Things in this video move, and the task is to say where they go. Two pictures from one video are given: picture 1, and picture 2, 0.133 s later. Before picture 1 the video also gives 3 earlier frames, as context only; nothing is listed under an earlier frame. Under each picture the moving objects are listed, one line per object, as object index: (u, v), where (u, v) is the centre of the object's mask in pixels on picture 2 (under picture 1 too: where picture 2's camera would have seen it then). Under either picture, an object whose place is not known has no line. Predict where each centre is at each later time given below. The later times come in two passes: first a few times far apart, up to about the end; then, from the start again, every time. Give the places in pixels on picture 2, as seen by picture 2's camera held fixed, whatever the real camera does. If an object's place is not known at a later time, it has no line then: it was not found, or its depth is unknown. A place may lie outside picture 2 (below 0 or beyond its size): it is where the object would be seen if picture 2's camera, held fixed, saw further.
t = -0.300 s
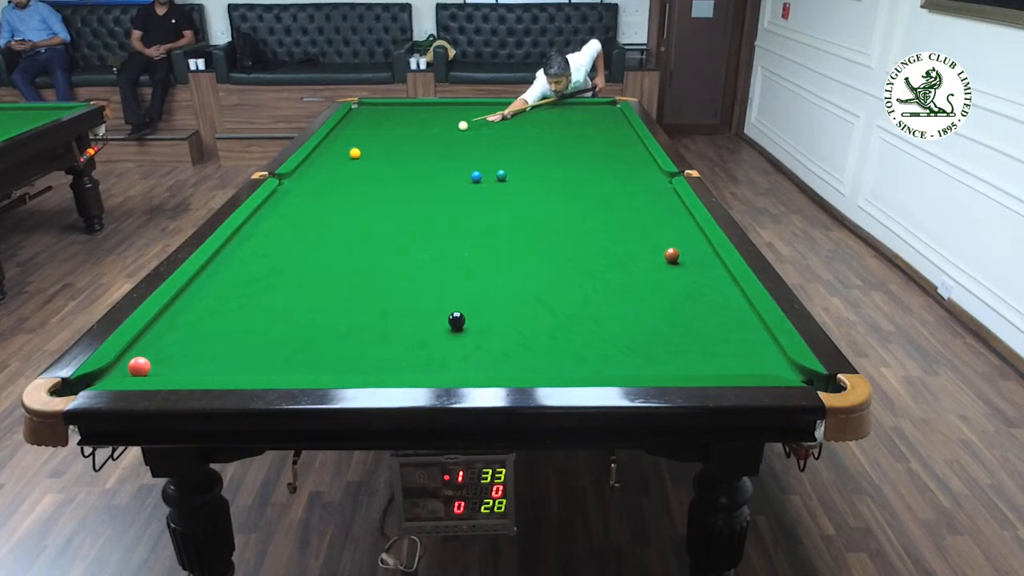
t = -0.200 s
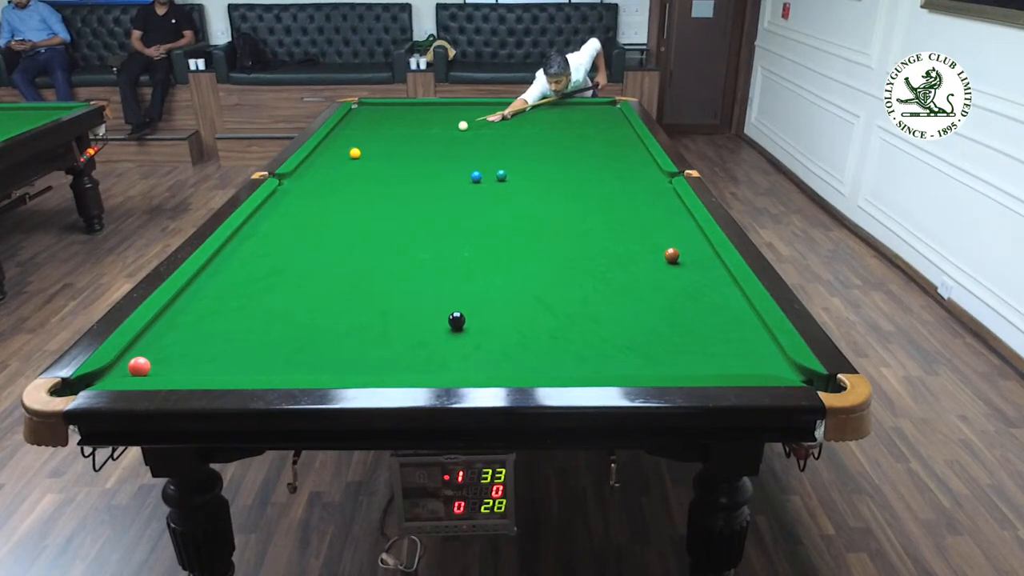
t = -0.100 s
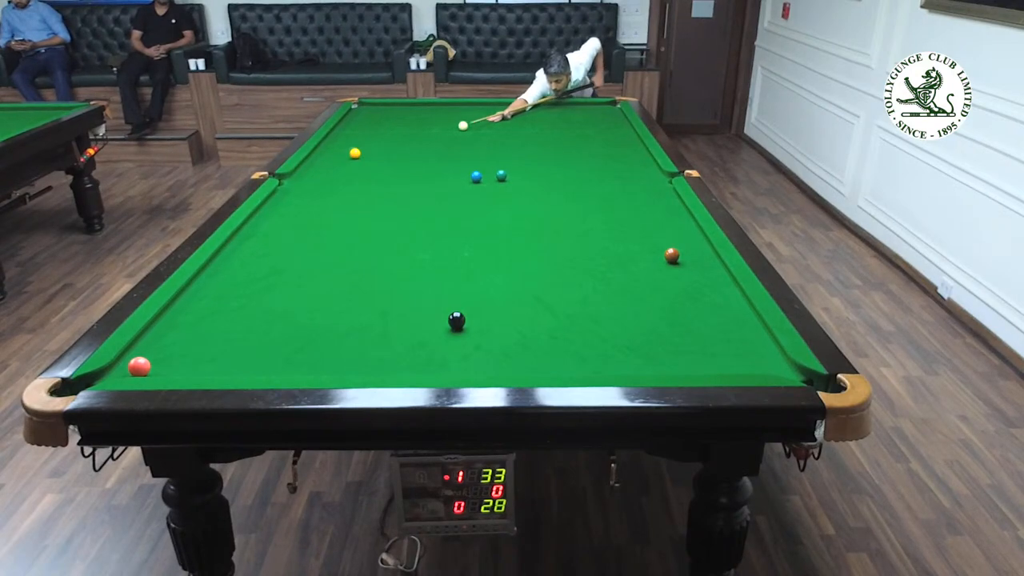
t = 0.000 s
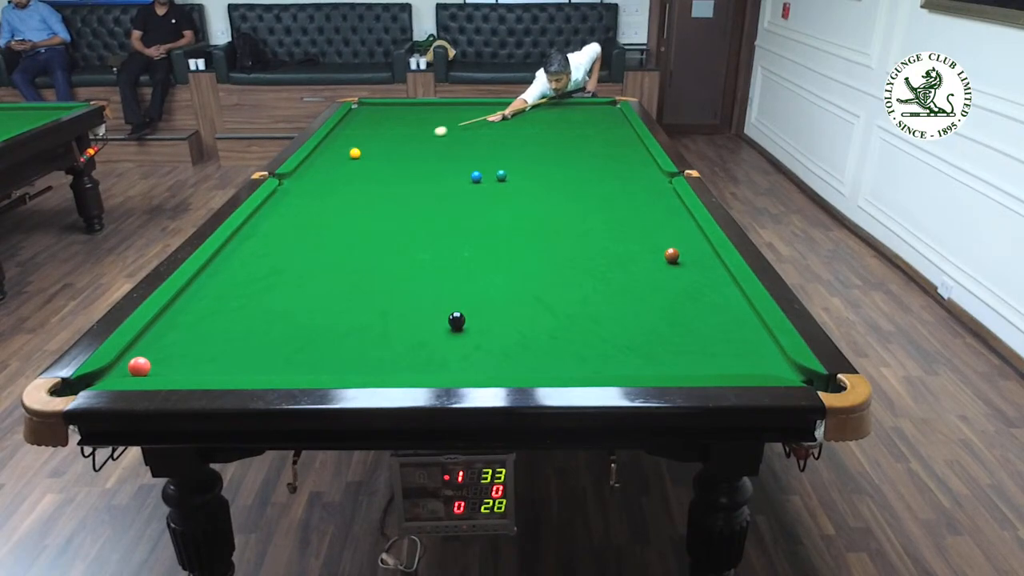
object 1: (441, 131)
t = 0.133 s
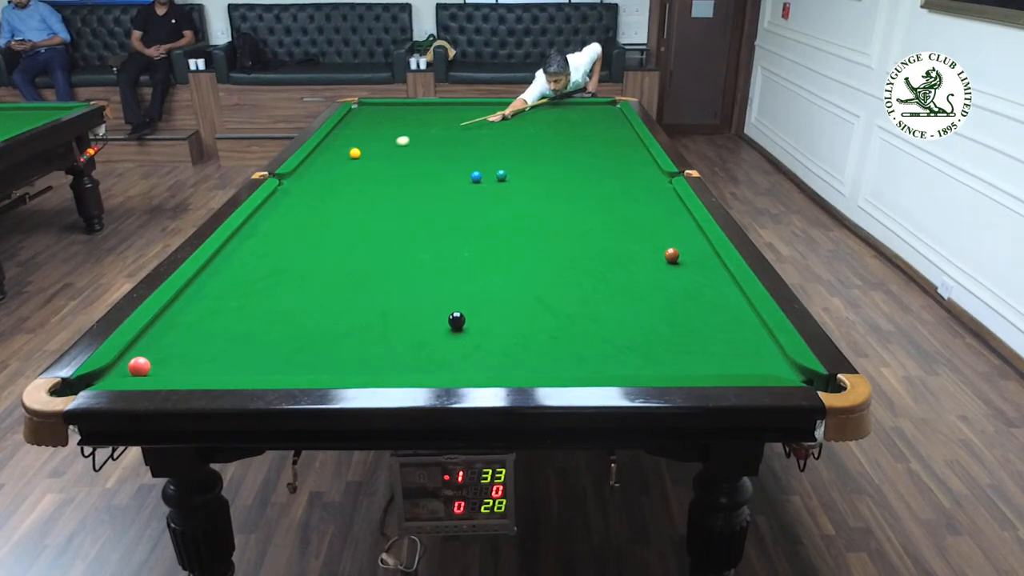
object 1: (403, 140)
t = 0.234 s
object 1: (373, 148)
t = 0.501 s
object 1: (343, 152)
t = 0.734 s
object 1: (318, 155)
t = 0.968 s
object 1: (319, 157)
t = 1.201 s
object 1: (329, 159)
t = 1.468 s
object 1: (339, 160)
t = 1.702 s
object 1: (348, 161)
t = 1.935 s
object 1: (356, 162)
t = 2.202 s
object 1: (364, 164)
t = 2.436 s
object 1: (371, 164)
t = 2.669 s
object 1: (376, 165)
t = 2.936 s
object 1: (382, 166)
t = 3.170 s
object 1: (386, 166)
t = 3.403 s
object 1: (389, 167)
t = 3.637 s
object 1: (391, 167)
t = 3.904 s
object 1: (392, 167)
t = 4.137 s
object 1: (393, 167)
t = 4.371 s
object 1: (392, 167)
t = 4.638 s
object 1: (392, 167)
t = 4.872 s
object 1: (392, 167)
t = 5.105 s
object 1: (392, 167)
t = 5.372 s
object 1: (392, 167)
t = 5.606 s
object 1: (392, 167)
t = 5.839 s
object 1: (392, 167)
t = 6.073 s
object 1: (392, 167)
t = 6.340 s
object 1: (392, 167)
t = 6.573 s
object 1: (392, 167)
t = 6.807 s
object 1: (392, 167)
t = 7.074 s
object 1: (392, 167)
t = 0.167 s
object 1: (393, 143)
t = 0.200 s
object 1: (383, 145)
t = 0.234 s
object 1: (373, 148)
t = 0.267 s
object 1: (364, 150)
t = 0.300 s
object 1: (360, 151)
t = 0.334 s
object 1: (358, 151)
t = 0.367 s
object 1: (356, 151)
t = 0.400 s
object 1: (353, 151)
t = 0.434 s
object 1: (350, 151)
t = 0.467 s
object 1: (347, 151)
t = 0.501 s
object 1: (343, 152)
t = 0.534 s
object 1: (340, 152)
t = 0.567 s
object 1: (336, 153)
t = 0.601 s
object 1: (332, 153)
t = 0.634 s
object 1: (329, 154)
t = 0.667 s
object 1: (325, 154)
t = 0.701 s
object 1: (321, 155)
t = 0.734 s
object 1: (318, 155)
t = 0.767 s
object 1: (314, 155)
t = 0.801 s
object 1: (311, 156)
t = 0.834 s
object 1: (312, 156)
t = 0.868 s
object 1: (314, 156)
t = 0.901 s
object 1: (315, 157)
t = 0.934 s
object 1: (317, 157)
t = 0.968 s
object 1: (319, 157)
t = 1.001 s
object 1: (320, 157)
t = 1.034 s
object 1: (322, 157)
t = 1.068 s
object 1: (323, 158)
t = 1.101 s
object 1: (324, 158)
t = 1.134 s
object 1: (326, 158)
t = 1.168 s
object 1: (327, 158)
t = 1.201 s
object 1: (329, 159)
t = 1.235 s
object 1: (330, 159)
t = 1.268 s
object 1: (331, 159)
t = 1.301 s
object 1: (333, 159)
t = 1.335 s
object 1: (334, 159)
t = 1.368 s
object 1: (336, 159)
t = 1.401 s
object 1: (337, 160)
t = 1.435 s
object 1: (338, 160)
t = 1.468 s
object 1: (339, 160)
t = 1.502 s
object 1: (341, 160)
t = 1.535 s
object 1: (342, 160)
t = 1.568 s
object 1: (343, 160)
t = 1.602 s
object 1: (344, 161)
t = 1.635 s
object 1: (346, 161)
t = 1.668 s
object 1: (347, 161)
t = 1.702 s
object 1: (348, 161)
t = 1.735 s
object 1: (349, 161)
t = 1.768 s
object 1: (351, 162)
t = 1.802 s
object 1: (352, 162)
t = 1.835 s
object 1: (353, 162)
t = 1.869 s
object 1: (354, 162)
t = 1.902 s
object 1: (355, 162)
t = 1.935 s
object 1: (356, 162)
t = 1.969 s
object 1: (357, 162)
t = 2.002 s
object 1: (358, 163)
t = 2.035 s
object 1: (359, 163)
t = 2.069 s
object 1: (360, 163)
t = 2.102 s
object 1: (361, 163)
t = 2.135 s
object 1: (363, 163)
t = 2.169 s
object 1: (364, 163)
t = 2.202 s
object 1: (364, 164)
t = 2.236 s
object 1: (365, 164)
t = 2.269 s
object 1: (366, 164)
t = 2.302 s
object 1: (367, 164)
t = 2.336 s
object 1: (368, 164)
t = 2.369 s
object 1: (369, 164)
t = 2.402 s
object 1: (370, 164)
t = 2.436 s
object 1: (371, 164)
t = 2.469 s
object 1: (372, 164)
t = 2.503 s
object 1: (372, 165)
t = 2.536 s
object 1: (373, 165)
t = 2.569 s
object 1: (374, 165)
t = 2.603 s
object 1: (375, 165)
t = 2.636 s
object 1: (376, 165)
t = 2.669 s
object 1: (376, 165)
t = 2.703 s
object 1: (377, 165)
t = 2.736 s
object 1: (378, 165)
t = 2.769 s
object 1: (379, 165)
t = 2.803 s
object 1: (379, 166)
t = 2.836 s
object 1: (380, 166)
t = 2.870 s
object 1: (381, 166)
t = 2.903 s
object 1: (381, 166)
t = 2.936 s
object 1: (382, 166)
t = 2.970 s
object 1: (382, 166)
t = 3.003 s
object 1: (383, 166)
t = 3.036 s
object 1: (384, 166)
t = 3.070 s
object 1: (384, 166)
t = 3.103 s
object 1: (385, 166)
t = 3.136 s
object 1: (385, 166)
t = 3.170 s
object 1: (386, 166)
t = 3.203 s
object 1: (386, 166)
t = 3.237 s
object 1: (387, 166)
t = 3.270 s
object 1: (387, 167)
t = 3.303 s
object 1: (387, 167)
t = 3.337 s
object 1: (388, 167)
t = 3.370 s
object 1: (389, 167)
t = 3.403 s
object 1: (389, 167)
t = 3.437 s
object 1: (389, 167)
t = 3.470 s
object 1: (389, 167)
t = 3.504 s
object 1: (390, 167)
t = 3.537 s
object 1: (390, 167)
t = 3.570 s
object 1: (390, 167)
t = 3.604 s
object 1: (391, 167)
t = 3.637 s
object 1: (391, 167)
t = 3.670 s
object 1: (391, 167)
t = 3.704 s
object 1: (391, 167)
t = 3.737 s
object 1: (391, 167)
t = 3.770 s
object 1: (392, 167)
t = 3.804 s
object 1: (392, 167)
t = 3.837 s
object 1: (392, 167)
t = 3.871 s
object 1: (392, 167)
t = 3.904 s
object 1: (392, 167)
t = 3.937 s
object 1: (393, 167)
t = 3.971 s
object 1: (393, 167)
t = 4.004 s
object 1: (393, 167)
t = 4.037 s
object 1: (393, 167)
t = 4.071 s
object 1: (393, 167)
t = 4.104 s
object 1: (393, 167)
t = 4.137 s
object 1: (393, 167)
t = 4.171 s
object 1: (393, 167)
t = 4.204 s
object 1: (393, 167)
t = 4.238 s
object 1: (393, 167)
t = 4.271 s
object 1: (393, 167)
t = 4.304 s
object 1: (393, 167)
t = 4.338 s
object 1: (392, 167)
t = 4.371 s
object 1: (392, 167)
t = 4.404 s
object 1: (392, 167)
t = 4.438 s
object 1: (392, 167)
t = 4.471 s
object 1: (392, 167)
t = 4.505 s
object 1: (392, 167)
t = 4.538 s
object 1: (392, 167)
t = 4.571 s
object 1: (392, 167)
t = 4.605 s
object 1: (392, 167)
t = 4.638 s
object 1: (392, 167)
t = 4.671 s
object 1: (392, 167)
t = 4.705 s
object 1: (392, 167)
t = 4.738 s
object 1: (392, 167)
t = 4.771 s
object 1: (392, 167)
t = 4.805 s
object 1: (392, 167)
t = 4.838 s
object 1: (392, 167)
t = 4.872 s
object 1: (392, 167)
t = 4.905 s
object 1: (392, 167)
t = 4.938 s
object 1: (392, 167)
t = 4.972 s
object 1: (392, 167)
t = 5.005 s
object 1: (392, 167)
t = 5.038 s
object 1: (392, 167)
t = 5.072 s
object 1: (392, 167)
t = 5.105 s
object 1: (392, 167)
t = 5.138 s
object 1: (392, 167)
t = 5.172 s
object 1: (392, 167)
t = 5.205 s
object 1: (392, 167)
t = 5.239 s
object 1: (392, 167)
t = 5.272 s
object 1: (392, 167)
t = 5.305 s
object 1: (392, 167)
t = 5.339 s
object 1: (392, 167)
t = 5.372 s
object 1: (392, 167)
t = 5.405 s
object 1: (392, 167)
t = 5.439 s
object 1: (392, 167)
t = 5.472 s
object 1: (392, 167)
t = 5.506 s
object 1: (392, 167)
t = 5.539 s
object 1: (392, 167)
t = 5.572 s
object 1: (392, 167)
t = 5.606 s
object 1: (392, 167)
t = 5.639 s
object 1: (392, 167)
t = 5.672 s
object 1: (392, 167)
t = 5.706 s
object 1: (392, 167)
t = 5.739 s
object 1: (392, 167)
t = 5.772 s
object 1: (392, 167)
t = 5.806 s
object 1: (392, 167)
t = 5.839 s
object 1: (392, 167)
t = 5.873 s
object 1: (392, 167)
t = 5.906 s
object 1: (392, 167)
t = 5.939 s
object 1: (392, 167)
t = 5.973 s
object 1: (392, 167)
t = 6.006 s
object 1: (392, 167)
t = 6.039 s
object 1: (392, 167)
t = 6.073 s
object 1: (392, 167)
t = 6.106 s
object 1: (392, 167)
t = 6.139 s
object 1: (392, 167)
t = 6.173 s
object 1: (392, 167)
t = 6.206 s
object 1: (392, 167)
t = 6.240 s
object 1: (392, 167)
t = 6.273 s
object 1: (392, 167)
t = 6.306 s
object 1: (392, 167)
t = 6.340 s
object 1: (392, 167)
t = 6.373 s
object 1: (392, 167)
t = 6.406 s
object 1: (392, 167)
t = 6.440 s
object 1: (392, 167)
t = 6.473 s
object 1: (392, 167)
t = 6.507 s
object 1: (392, 167)
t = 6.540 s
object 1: (392, 167)
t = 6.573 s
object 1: (392, 167)
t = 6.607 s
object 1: (392, 167)
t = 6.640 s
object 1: (392, 167)
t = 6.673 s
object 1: (392, 167)
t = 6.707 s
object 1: (392, 167)
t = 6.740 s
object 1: (392, 167)
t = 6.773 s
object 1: (392, 167)
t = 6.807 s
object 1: (392, 167)
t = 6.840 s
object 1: (392, 167)
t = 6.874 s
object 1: (392, 167)
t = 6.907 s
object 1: (392, 167)
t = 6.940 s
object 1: (392, 167)
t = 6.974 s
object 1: (392, 167)
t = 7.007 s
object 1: (392, 167)
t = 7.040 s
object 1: (392, 167)
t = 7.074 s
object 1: (392, 167)
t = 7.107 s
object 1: (392, 167)
